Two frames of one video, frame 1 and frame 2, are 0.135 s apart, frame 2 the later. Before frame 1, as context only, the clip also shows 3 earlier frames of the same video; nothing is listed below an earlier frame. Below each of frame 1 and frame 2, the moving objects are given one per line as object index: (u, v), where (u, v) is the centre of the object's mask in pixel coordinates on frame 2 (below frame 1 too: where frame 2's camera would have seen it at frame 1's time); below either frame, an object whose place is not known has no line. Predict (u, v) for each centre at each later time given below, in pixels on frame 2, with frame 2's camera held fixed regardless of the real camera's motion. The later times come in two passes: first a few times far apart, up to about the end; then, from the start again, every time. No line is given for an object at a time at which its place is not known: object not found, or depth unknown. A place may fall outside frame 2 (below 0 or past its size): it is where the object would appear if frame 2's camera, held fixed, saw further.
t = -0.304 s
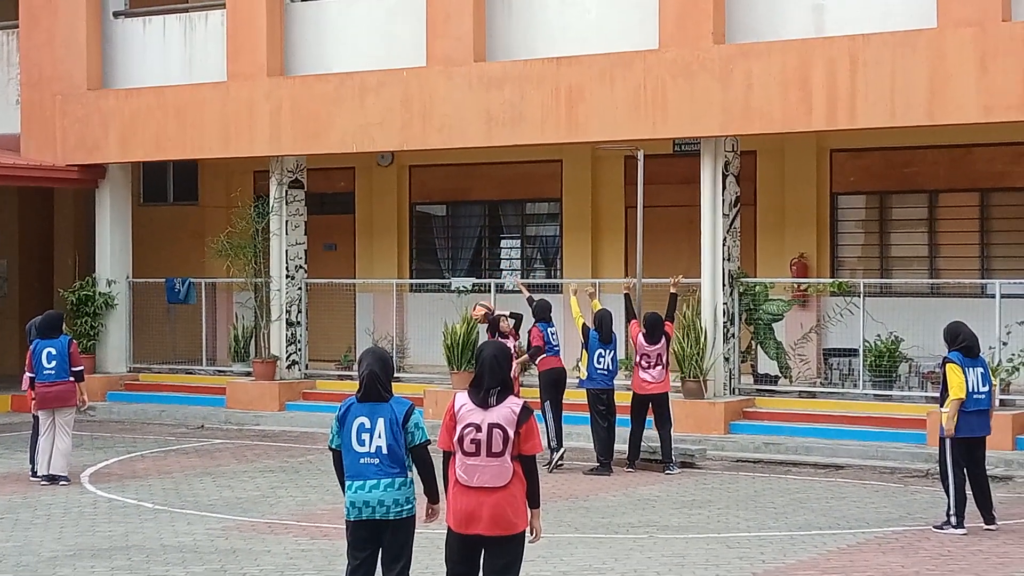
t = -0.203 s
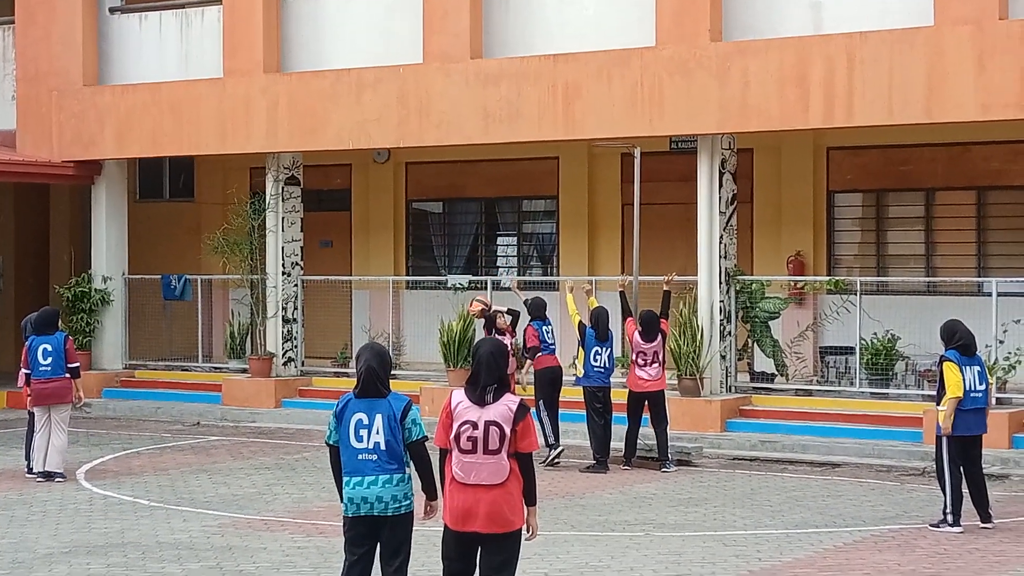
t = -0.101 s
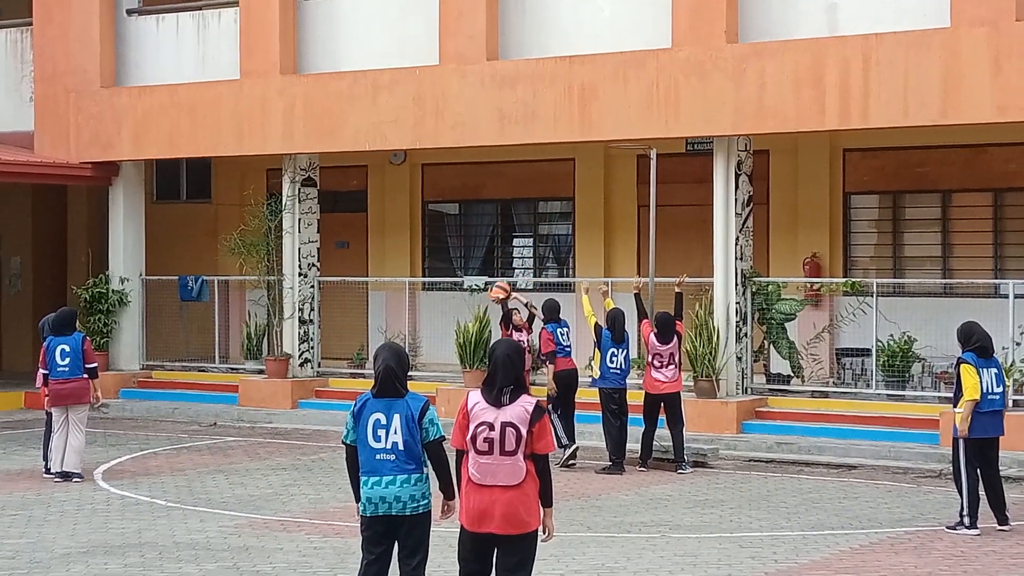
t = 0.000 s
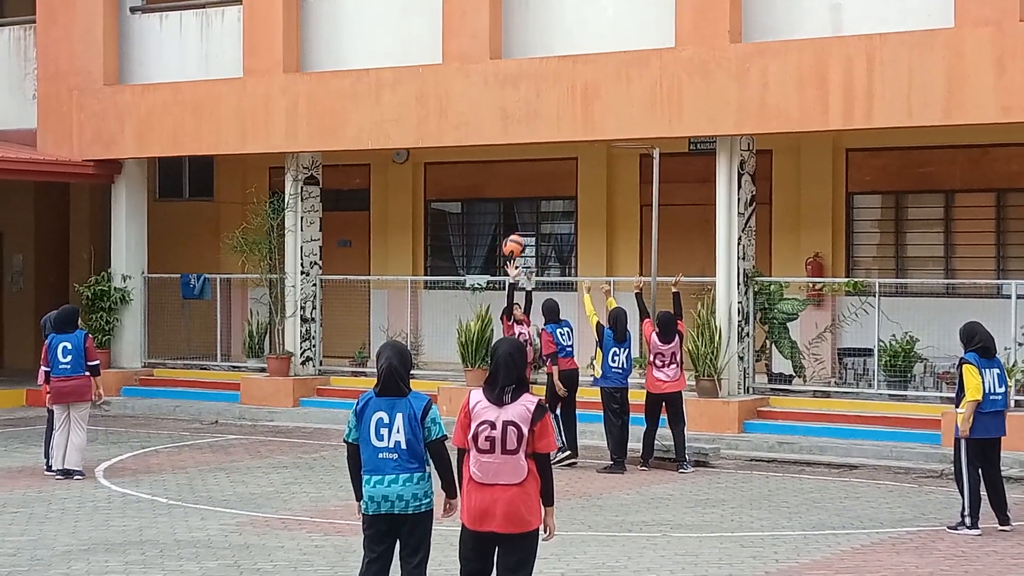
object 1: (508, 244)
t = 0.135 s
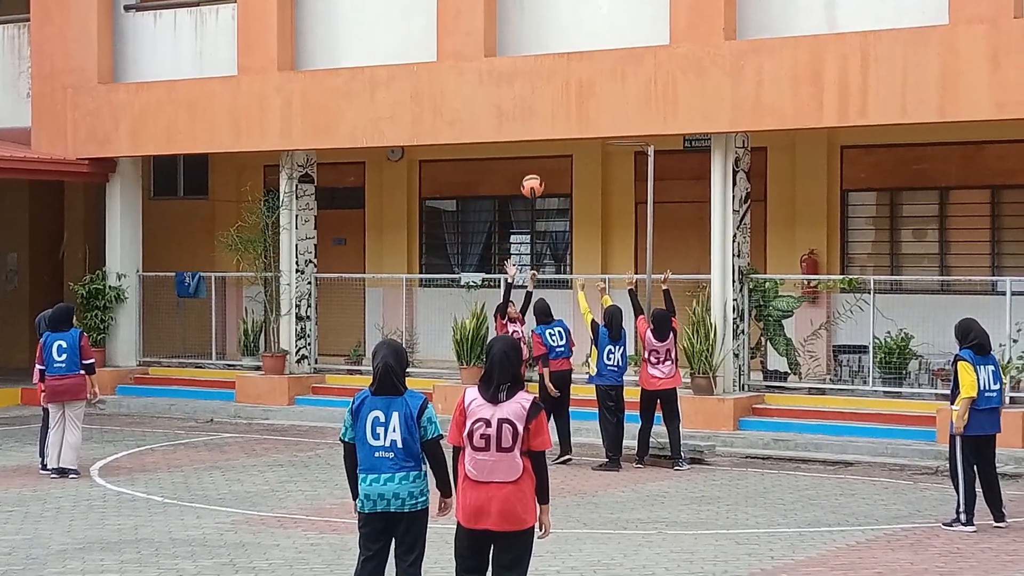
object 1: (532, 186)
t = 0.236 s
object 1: (550, 154)
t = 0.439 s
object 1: (586, 122)
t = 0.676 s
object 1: (627, 136)
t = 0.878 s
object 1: (625, 191)
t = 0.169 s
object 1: (538, 174)
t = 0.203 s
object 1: (544, 164)
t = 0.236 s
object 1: (550, 154)
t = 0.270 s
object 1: (556, 146)
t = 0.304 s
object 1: (562, 139)
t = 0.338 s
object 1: (568, 132)
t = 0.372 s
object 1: (574, 128)
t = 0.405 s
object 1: (580, 124)
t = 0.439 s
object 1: (586, 122)
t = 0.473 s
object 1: (592, 120)
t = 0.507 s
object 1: (598, 120)
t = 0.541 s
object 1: (604, 121)
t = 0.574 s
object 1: (610, 123)
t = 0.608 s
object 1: (616, 126)
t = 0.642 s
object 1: (622, 130)
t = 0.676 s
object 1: (627, 136)
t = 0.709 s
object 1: (634, 144)
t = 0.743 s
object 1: (632, 151)
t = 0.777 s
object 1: (630, 159)
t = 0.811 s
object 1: (629, 168)
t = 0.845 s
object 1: (627, 179)
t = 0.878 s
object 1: (625, 191)
